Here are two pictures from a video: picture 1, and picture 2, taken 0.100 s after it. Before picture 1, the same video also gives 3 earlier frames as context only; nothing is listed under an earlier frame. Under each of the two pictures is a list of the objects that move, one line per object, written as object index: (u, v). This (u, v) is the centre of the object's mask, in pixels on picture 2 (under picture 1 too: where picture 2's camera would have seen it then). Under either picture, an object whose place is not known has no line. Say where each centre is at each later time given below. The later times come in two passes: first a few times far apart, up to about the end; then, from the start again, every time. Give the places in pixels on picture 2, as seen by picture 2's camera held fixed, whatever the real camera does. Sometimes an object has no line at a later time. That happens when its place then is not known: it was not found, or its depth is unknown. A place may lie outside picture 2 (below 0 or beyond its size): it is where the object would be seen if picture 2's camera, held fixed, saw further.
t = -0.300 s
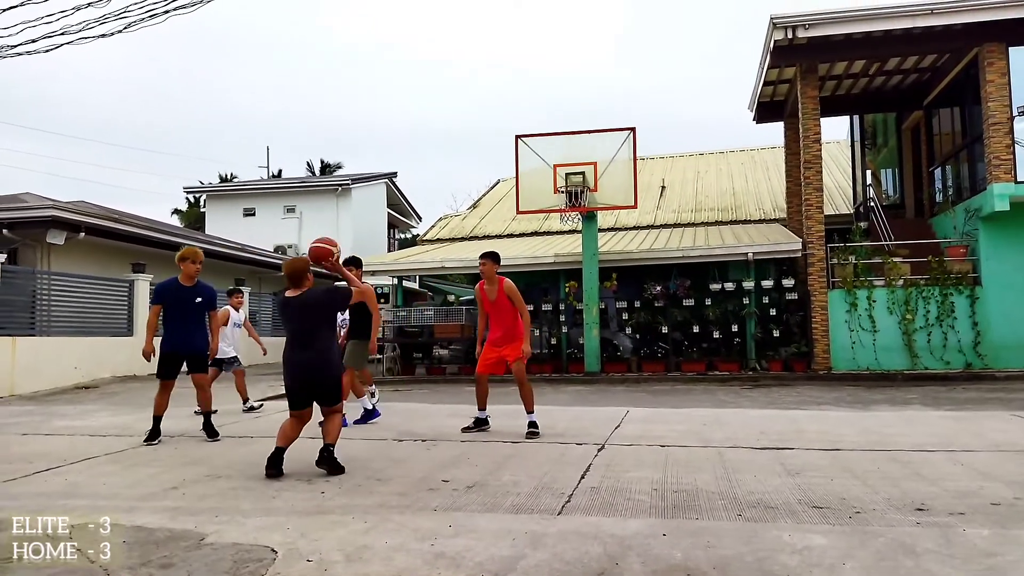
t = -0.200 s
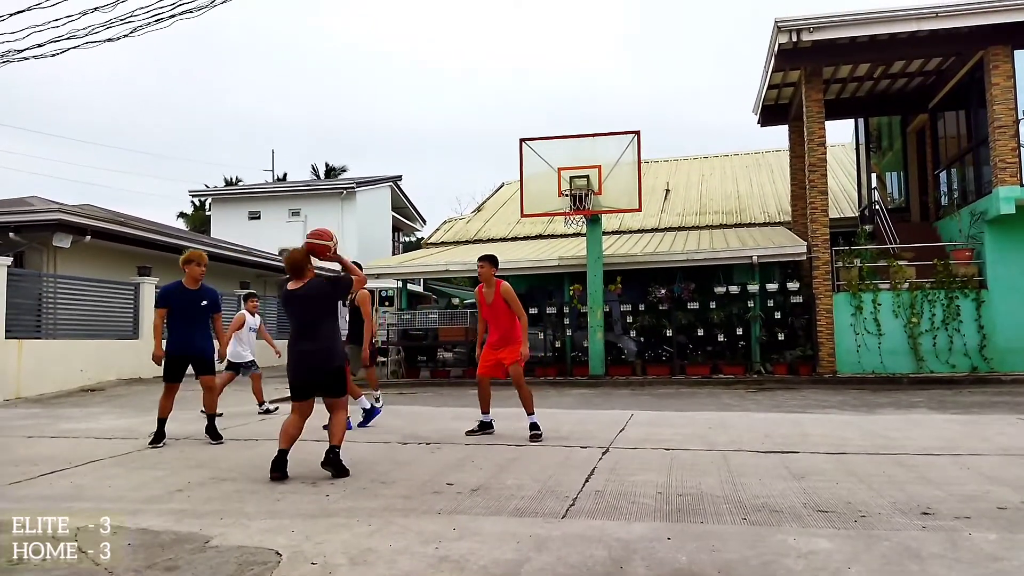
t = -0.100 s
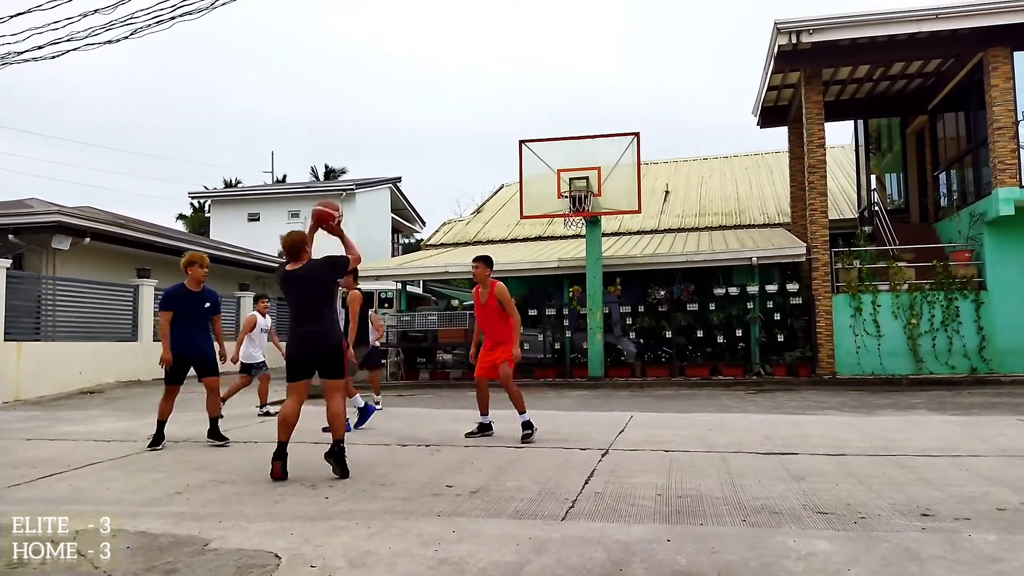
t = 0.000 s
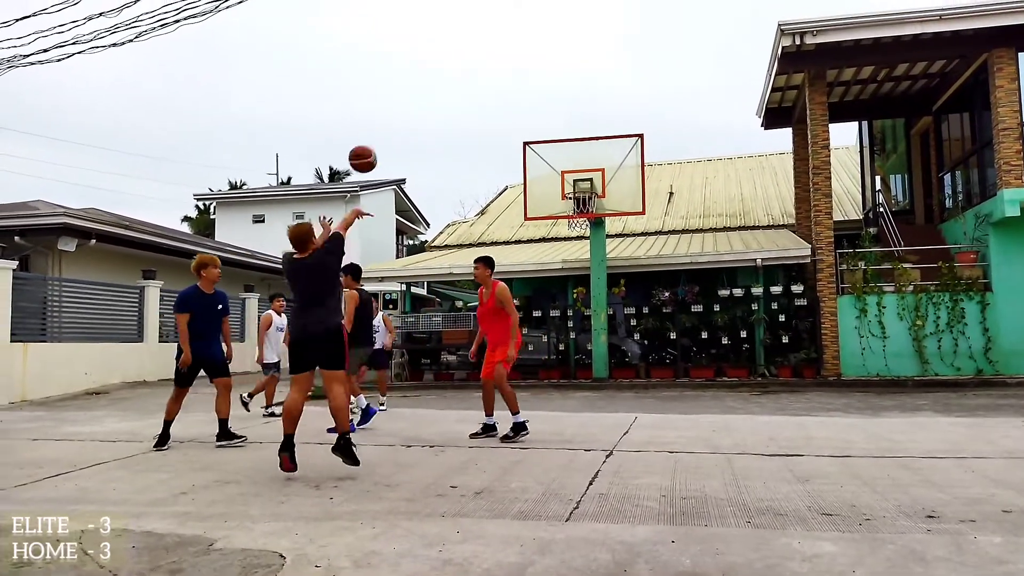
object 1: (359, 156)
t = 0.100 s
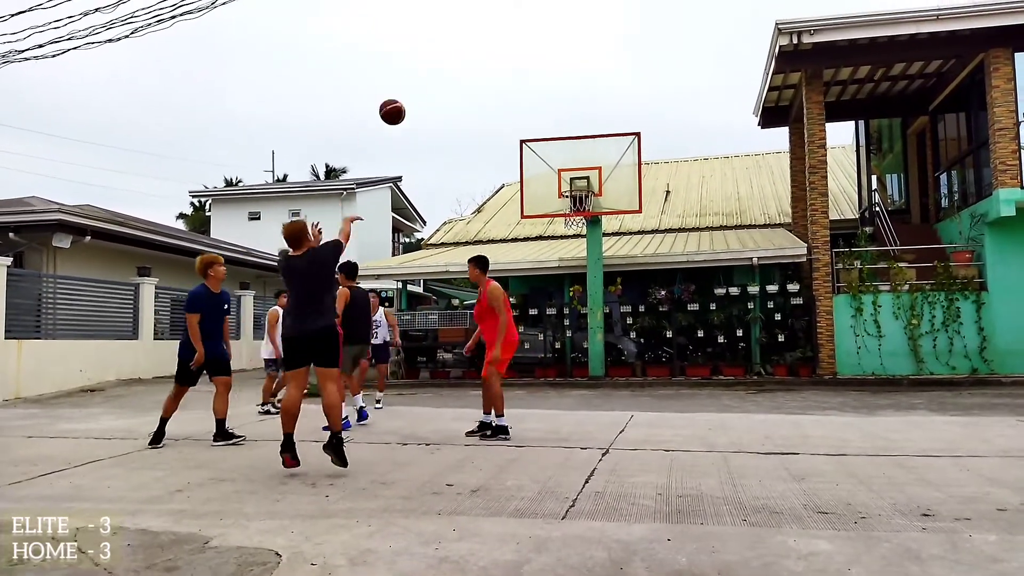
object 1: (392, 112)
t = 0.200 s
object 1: (422, 83)
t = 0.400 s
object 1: (468, 59)
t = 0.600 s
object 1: (506, 71)
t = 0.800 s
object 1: (537, 109)
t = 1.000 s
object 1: (564, 167)
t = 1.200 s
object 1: (596, 160)
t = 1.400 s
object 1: (636, 134)
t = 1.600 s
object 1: (680, 134)
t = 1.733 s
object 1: (712, 150)
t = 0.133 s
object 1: (402, 101)
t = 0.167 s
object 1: (412, 91)
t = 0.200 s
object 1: (422, 83)
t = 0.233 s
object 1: (430, 76)
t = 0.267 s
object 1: (438, 70)
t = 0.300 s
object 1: (446, 65)
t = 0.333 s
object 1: (454, 62)
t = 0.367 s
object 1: (462, 60)
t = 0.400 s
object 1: (468, 59)
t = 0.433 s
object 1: (475, 59)
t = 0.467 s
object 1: (482, 59)
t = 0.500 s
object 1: (489, 61)
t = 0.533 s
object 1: (494, 63)
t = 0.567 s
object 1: (500, 67)
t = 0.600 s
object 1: (506, 71)
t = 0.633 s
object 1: (512, 75)
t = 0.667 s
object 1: (517, 81)
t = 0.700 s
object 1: (522, 87)
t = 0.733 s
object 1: (527, 93)
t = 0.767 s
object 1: (533, 101)
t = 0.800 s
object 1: (537, 109)
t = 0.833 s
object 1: (542, 117)
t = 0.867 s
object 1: (546, 126)
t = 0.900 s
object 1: (551, 135)
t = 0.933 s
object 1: (555, 146)
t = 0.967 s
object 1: (560, 156)
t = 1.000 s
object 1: (564, 167)
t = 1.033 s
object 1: (568, 178)
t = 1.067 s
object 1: (572, 190)
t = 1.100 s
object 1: (577, 182)
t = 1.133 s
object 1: (584, 175)
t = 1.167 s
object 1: (590, 167)
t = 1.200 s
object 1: (596, 160)
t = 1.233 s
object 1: (602, 154)
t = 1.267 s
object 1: (609, 148)
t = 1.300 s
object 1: (616, 143)
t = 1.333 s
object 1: (622, 140)
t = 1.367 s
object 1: (629, 136)
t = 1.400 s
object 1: (636, 134)
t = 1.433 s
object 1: (643, 132)
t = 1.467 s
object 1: (650, 131)
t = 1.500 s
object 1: (658, 130)
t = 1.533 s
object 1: (665, 130)
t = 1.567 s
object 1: (673, 132)
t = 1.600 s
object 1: (680, 134)
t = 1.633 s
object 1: (688, 136)
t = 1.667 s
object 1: (696, 140)
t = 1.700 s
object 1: (704, 145)
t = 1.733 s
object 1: (712, 150)
